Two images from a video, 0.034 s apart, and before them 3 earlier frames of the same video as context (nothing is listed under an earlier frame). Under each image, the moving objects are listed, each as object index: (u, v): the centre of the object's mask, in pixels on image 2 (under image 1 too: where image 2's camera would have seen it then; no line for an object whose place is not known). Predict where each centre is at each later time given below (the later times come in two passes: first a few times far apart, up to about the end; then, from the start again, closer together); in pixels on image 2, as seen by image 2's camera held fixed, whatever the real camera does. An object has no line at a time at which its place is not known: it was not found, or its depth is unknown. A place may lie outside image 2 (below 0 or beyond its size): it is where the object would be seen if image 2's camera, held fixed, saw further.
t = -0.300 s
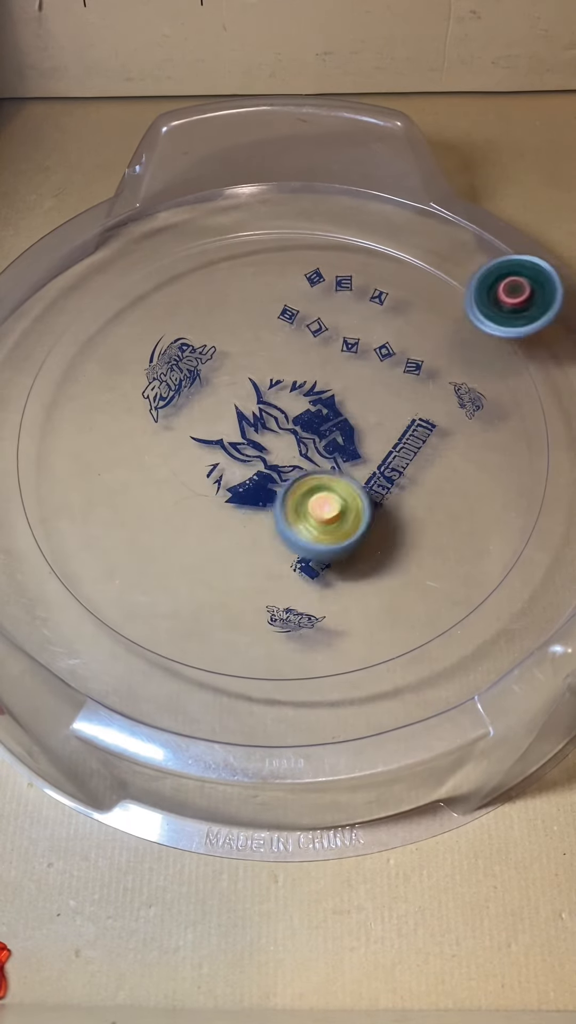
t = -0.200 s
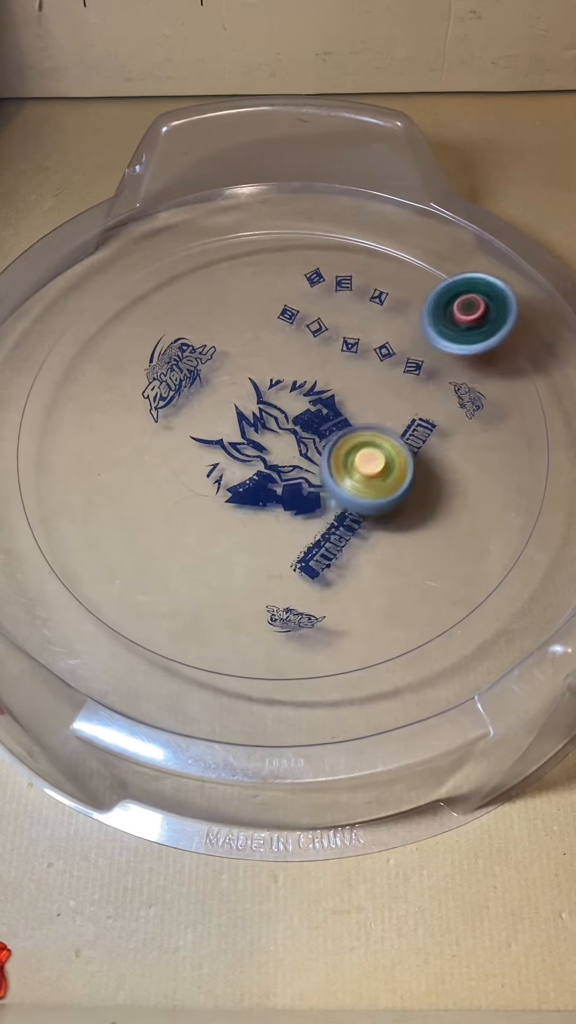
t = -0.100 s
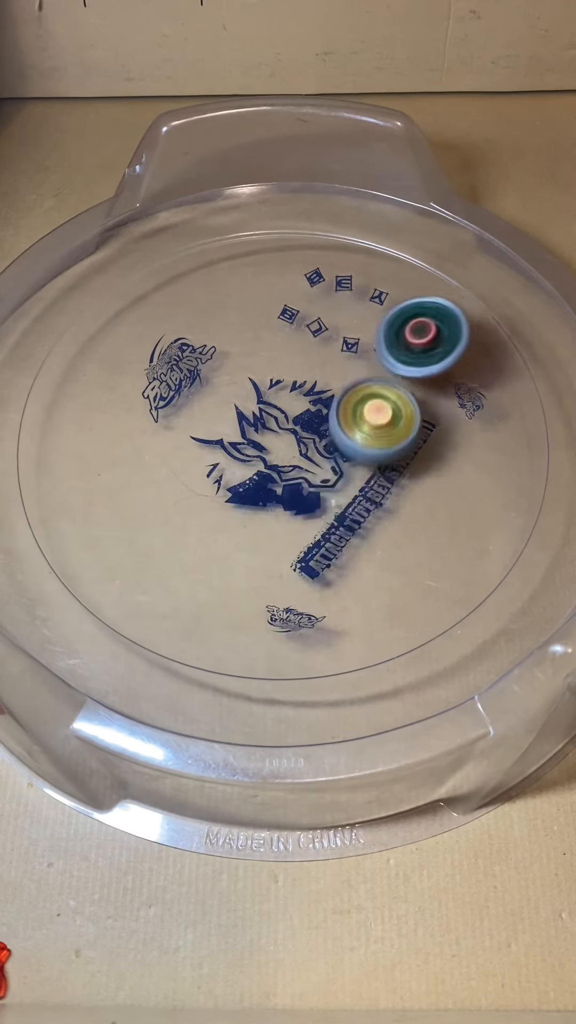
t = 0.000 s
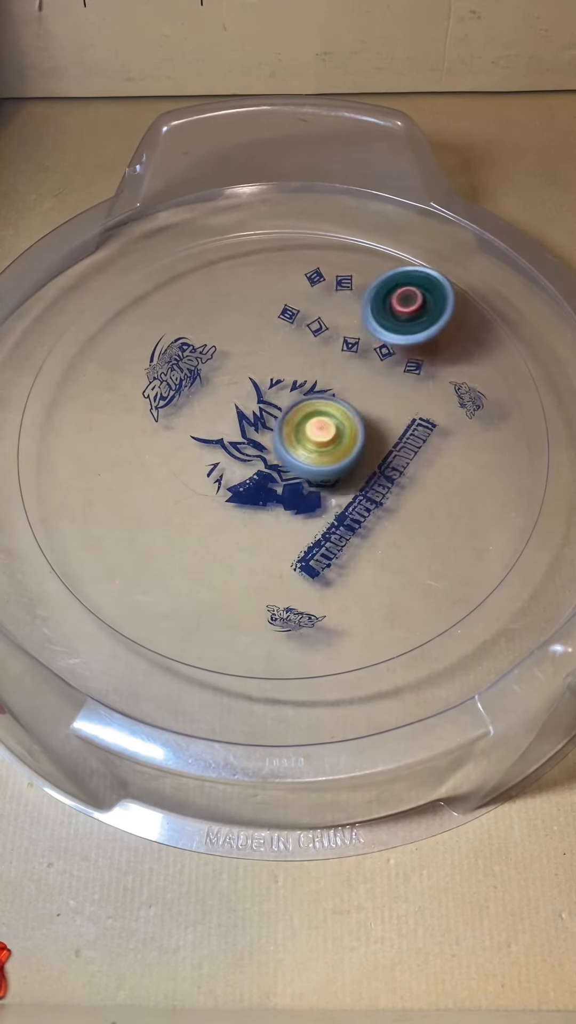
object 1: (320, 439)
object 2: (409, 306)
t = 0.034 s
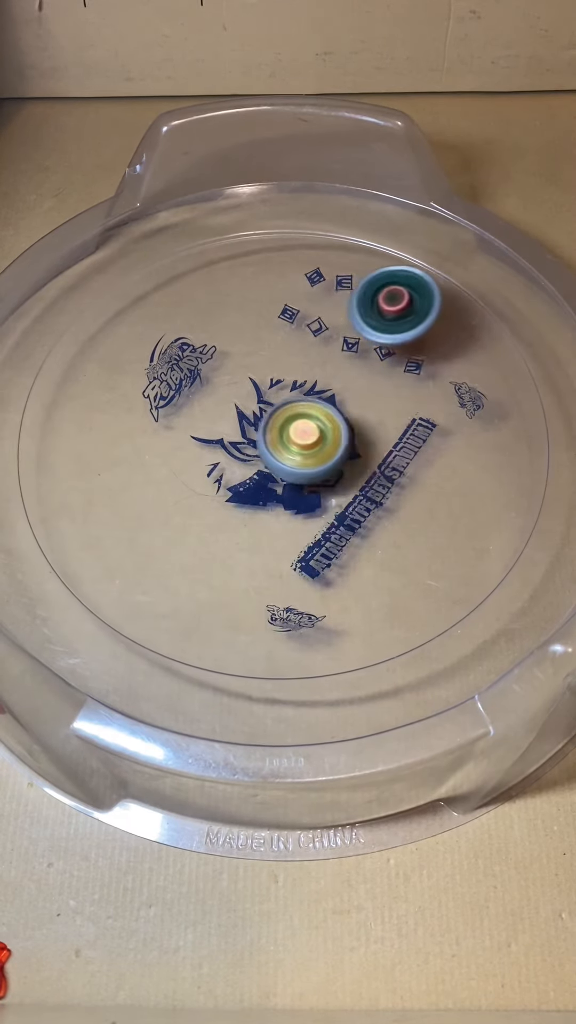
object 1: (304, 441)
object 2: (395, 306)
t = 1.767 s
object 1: (144, 390)
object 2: (249, 431)
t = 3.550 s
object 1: (320, 388)
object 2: (225, 454)
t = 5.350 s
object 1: (272, 528)
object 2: (239, 436)
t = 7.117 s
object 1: (245, 354)
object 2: (332, 520)
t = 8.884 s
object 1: (350, 578)
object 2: (215, 307)
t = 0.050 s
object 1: (297, 441)
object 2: (387, 307)
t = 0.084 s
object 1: (288, 440)
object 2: (369, 313)
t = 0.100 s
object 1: (285, 439)
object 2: (361, 318)
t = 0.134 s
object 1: (284, 439)
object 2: (342, 329)
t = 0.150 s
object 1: (284, 439)
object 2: (333, 336)
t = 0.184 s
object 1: (283, 439)
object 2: (317, 350)
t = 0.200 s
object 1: (282, 440)
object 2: (310, 357)
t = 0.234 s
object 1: (256, 484)
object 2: (316, 327)
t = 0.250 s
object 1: (243, 504)
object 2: (318, 314)
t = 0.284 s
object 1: (222, 541)
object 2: (321, 295)
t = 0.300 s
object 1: (213, 556)
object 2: (320, 288)
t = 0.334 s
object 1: (201, 583)
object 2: (315, 278)
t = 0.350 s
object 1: (198, 595)
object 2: (311, 276)
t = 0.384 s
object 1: (197, 613)
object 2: (299, 279)
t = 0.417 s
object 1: (205, 626)
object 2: (283, 286)
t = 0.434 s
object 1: (212, 630)
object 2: (274, 291)
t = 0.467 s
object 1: (230, 637)
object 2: (255, 307)
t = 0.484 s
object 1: (240, 639)
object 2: (245, 316)
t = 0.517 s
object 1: (262, 643)
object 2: (226, 338)
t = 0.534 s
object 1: (273, 644)
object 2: (217, 350)
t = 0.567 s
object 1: (295, 644)
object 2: (204, 377)
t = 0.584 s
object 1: (306, 644)
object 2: (200, 392)
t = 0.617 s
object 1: (327, 641)
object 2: (196, 419)
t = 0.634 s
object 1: (337, 639)
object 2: (197, 433)
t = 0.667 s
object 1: (356, 633)
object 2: (203, 461)
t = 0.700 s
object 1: (375, 625)
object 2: (217, 488)
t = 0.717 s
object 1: (383, 620)
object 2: (226, 501)
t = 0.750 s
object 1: (399, 609)
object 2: (250, 524)
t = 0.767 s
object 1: (407, 603)
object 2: (265, 534)
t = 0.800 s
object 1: (420, 590)
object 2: (297, 550)
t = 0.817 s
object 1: (425, 583)
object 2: (314, 556)
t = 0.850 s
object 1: (474, 576)
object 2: (315, 551)
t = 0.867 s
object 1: (500, 570)
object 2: (312, 546)
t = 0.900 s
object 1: (535, 554)
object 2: (308, 535)
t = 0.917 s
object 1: (538, 534)
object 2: (307, 528)
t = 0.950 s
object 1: (540, 505)
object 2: (308, 518)
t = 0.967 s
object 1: (541, 492)
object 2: (309, 514)
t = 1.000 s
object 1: (538, 468)
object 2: (313, 506)
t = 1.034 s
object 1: (532, 442)
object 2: (316, 501)
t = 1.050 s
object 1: (526, 430)
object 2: (317, 498)
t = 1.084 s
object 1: (510, 410)
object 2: (319, 495)
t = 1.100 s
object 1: (502, 401)
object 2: (319, 494)
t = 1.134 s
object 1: (485, 385)
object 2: (320, 491)
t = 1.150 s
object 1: (476, 377)
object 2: (322, 488)
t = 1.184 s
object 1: (456, 364)
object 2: (324, 483)
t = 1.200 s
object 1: (446, 357)
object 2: (324, 480)
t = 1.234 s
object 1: (425, 346)
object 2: (323, 476)
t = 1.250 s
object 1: (414, 341)
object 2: (322, 474)
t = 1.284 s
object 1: (392, 333)
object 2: (319, 473)
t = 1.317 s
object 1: (370, 326)
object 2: (316, 473)
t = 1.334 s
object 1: (360, 324)
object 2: (315, 472)
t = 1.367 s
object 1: (336, 320)
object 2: (313, 469)
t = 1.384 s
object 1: (326, 319)
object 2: (311, 467)
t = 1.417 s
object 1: (304, 318)
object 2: (307, 461)
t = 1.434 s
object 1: (294, 318)
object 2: (306, 458)
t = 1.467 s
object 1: (274, 318)
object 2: (301, 454)
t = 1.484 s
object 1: (264, 319)
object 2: (297, 453)
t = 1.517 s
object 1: (245, 323)
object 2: (291, 450)
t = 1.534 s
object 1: (236, 325)
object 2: (289, 449)
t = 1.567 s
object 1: (219, 331)
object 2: (285, 446)
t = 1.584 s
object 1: (211, 334)
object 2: (282, 443)
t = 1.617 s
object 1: (195, 342)
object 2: (277, 439)
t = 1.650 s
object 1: (181, 351)
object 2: (271, 436)
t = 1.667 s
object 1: (174, 356)
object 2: (268, 434)
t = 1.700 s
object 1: (161, 368)
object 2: (261, 433)
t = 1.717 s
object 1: (156, 373)
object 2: (257, 432)
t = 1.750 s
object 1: (147, 384)
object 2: (251, 432)
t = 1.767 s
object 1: (144, 390)
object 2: (249, 431)
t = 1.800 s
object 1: (139, 402)
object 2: (245, 430)
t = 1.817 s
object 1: (137, 408)
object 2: (242, 429)
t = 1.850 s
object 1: (135, 422)
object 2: (237, 428)
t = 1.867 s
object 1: (129, 428)
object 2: (239, 429)
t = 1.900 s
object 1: (120, 441)
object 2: (246, 430)
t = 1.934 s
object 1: (118, 454)
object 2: (248, 432)
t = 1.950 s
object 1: (119, 461)
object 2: (249, 433)
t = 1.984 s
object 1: (122, 474)
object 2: (252, 434)
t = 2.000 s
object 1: (126, 480)
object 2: (253, 434)
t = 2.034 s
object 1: (134, 492)
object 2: (255, 433)
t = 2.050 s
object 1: (139, 497)
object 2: (255, 432)
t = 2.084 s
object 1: (151, 508)
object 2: (257, 431)
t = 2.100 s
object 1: (157, 512)
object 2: (257, 431)
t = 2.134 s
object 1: (172, 519)
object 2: (258, 430)
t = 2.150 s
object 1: (181, 522)
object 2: (259, 429)
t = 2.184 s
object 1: (198, 524)
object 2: (261, 428)
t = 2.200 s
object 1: (207, 524)
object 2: (263, 427)
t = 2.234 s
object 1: (225, 524)
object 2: (265, 425)
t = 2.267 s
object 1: (242, 521)
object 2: (266, 423)
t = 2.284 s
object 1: (250, 519)
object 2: (266, 422)
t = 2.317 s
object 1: (265, 513)
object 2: (266, 421)
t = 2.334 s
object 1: (272, 510)
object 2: (267, 421)
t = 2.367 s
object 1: (284, 502)
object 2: (269, 418)
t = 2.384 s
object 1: (291, 506)
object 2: (270, 409)
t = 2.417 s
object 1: (304, 514)
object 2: (270, 392)
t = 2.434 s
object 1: (309, 514)
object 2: (270, 387)
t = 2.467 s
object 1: (321, 510)
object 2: (269, 381)
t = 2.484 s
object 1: (327, 506)
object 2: (268, 379)
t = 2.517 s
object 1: (339, 495)
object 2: (265, 376)
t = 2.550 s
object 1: (348, 483)
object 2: (264, 375)
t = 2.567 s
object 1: (351, 477)
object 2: (263, 374)
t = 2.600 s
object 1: (354, 463)
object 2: (261, 372)
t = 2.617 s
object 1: (356, 458)
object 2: (260, 371)
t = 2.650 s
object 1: (357, 445)
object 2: (257, 369)
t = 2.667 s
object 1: (356, 439)
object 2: (255, 369)
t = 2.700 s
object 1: (355, 427)
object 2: (252, 369)
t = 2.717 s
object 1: (353, 422)
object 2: (250, 369)
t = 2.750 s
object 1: (349, 412)
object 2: (249, 370)
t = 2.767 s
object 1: (346, 407)
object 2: (248, 371)
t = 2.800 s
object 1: (339, 399)
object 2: (248, 372)
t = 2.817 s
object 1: (339, 397)
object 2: (245, 371)
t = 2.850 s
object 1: (338, 394)
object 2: (239, 371)
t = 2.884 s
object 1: (335, 392)
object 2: (237, 373)
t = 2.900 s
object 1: (333, 391)
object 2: (236, 374)
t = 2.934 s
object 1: (329, 389)
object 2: (235, 377)
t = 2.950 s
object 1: (337, 389)
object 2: (225, 376)
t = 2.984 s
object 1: (359, 391)
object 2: (200, 374)
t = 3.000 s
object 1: (368, 392)
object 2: (192, 375)
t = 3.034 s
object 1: (380, 393)
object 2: (182, 377)
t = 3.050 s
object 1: (384, 393)
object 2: (179, 379)
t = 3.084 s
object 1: (389, 393)
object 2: (175, 383)
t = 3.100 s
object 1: (389, 392)
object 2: (174, 386)
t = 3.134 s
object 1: (387, 390)
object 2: (172, 392)
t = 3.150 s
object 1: (385, 389)
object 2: (171, 395)
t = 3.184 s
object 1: (380, 384)
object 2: (172, 402)
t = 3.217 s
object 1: (376, 377)
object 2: (173, 410)
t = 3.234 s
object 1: (373, 374)
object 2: (174, 413)
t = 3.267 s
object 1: (367, 369)
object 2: (177, 420)
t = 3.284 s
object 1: (364, 368)
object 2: (179, 422)
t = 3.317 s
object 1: (357, 366)
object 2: (182, 427)
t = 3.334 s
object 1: (353, 366)
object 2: (184, 430)
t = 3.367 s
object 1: (346, 367)
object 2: (189, 435)
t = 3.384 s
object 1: (343, 368)
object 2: (192, 438)
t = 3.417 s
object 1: (338, 371)
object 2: (199, 442)
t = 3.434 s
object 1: (335, 373)
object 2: (202, 444)
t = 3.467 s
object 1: (331, 377)
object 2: (208, 447)
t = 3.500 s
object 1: (326, 381)
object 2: (214, 449)
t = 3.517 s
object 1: (324, 383)
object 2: (218, 451)
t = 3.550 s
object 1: (320, 388)
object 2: (225, 454)
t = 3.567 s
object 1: (318, 389)
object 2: (229, 455)
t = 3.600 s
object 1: (314, 393)
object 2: (239, 458)
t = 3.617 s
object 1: (312, 394)
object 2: (244, 459)
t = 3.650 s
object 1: (312, 396)
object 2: (250, 461)
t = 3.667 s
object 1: (313, 397)
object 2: (251, 462)
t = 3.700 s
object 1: (316, 400)
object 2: (256, 464)
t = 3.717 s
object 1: (323, 395)
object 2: (250, 472)
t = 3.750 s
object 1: (343, 380)
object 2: (235, 491)
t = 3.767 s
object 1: (350, 374)
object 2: (230, 500)
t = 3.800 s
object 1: (360, 365)
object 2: (224, 515)
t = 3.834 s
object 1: (362, 361)
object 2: (227, 527)
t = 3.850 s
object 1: (362, 361)
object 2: (231, 533)
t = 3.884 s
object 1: (358, 361)
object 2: (244, 543)
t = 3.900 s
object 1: (356, 361)
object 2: (252, 547)
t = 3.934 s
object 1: (348, 362)
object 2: (272, 553)
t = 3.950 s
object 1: (345, 363)
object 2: (282, 554)
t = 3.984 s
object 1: (338, 364)
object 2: (301, 555)
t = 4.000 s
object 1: (334, 365)
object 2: (310, 554)
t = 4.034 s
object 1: (327, 366)
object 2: (327, 550)
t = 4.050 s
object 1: (324, 367)
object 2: (335, 547)
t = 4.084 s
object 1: (318, 369)
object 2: (348, 539)
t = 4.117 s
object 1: (314, 373)
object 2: (358, 529)
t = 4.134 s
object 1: (312, 376)
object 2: (362, 525)
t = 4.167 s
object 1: (308, 383)
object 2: (369, 515)
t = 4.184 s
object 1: (307, 386)
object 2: (371, 511)
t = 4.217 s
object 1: (303, 393)
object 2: (374, 502)
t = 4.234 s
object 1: (301, 396)
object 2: (374, 498)
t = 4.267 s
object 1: (298, 403)
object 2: (373, 490)
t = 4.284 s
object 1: (297, 407)
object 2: (373, 487)
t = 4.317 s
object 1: (294, 413)
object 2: (371, 480)
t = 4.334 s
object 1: (294, 416)
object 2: (370, 477)
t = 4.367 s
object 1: (289, 418)
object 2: (370, 473)
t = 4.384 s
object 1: (266, 397)
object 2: (395, 492)
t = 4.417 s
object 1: (221, 357)
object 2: (442, 525)
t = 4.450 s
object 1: (181, 322)
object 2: (484, 553)
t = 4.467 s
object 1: (164, 305)
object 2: (503, 564)
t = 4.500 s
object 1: (133, 278)
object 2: (517, 565)
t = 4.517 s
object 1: (121, 267)
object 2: (521, 570)
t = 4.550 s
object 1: (110, 263)
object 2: (522, 572)
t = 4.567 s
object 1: (106, 266)
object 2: (521, 568)
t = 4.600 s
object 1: (98, 272)
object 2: (519, 558)
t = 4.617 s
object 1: (95, 277)
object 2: (518, 553)
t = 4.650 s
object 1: (90, 293)
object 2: (516, 540)
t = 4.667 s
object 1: (90, 303)
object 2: (513, 533)
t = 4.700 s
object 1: (90, 322)
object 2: (504, 517)
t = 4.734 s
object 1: (90, 343)
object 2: (495, 500)
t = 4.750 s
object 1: (91, 354)
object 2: (490, 493)
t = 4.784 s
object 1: (93, 376)
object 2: (480, 480)
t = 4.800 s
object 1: (94, 386)
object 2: (475, 474)
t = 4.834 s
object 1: (99, 408)
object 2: (463, 464)
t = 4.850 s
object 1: (102, 418)
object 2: (457, 459)
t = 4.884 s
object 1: (107, 435)
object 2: (444, 451)
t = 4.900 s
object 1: (111, 444)
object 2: (438, 448)
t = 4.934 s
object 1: (119, 459)
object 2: (427, 443)
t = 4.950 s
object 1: (122, 465)
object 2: (421, 440)
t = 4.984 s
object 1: (130, 477)
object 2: (409, 436)
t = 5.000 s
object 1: (134, 483)
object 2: (403, 435)
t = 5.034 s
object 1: (143, 493)
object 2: (391, 433)
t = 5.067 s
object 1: (153, 501)
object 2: (379, 431)
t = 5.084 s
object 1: (158, 505)
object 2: (372, 430)
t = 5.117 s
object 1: (170, 512)
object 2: (358, 426)
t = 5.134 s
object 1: (176, 515)
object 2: (351, 425)
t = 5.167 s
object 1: (191, 521)
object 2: (334, 423)
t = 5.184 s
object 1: (198, 523)
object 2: (326, 423)
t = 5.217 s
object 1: (213, 526)
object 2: (309, 423)
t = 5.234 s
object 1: (221, 527)
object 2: (300, 423)
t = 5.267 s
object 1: (236, 529)
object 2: (282, 426)
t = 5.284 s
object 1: (244, 530)
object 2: (272, 427)
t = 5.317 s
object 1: (259, 530)
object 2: (254, 431)
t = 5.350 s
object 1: (272, 528)
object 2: (239, 436)
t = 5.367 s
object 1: (279, 526)
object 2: (230, 438)
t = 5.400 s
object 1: (291, 521)
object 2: (214, 446)
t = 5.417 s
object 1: (296, 518)
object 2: (208, 450)
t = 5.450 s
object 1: (306, 512)
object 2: (194, 458)
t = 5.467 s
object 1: (311, 508)
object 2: (190, 462)
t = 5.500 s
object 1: (321, 501)
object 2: (183, 469)
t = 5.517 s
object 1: (325, 496)
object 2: (181, 473)
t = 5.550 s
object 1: (333, 488)
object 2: (177, 478)
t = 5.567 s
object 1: (336, 482)
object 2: (176, 480)
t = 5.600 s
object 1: (339, 472)
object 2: (177, 483)
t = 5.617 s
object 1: (340, 469)
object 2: (178, 485)
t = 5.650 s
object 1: (342, 462)
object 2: (183, 488)
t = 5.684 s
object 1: (342, 455)
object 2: (187, 489)
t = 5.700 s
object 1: (342, 451)
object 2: (189, 489)
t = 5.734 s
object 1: (342, 444)
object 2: (194, 489)
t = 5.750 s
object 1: (341, 441)
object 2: (196, 489)
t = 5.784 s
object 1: (340, 435)
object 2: (201, 489)
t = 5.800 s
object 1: (339, 431)
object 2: (203, 488)
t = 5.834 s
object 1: (336, 426)
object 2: (208, 488)
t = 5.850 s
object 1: (335, 424)
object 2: (210, 488)
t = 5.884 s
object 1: (332, 420)
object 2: (213, 486)
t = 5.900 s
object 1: (330, 417)
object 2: (215, 485)
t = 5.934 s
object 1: (328, 413)
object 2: (219, 484)
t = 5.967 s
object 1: (324, 409)
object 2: (222, 482)
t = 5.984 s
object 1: (322, 408)
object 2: (225, 481)
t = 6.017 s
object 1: (317, 404)
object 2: (230, 479)
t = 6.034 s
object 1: (315, 403)
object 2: (232, 478)
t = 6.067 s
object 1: (311, 401)
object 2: (236, 475)
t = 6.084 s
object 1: (309, 400)
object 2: (239, 473)
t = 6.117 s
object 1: (306, 398)
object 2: (243, 470)
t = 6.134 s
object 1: (304, 397)
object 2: (244, 469)
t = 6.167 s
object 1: (300, 396)
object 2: (247, 465)
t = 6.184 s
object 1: (303, 391)
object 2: (243, 470)
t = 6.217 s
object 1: (320, 363)
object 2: (220, 492)
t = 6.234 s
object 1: (326, 352)
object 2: (211, 500)
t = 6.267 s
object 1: (334, 336)
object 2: (199, 512)
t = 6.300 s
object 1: (337, 325)
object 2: (192, 519)
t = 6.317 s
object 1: (336, 321)
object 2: (191, 520)
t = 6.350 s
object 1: (332, 315)
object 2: (194, 518)
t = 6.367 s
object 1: (328, 313)
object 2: (197, 518)
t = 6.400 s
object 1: (321, 309)
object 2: (203, 515)
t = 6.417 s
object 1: (317, 307)
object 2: (207, 514)
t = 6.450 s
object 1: (308, 306)
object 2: (215, 511)
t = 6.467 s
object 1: (303, 305)
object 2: (218, 509)
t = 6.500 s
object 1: (294, 306)
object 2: (226, 504)
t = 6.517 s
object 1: (290, 306)
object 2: (230, 501)
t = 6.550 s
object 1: (283, 306)
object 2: (236, 496)
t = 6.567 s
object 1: (279, 307)
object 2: (238, 493)
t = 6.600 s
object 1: (273, 309)
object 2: (243, 489)
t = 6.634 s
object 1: (269, 314)
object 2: (246, 485)
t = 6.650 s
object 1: (267, 316)
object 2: (248, 483)
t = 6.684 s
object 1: (263, 321)
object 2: (251, 480)
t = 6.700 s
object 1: (262, 323)
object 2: (252, 479)
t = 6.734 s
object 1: (259, 329)
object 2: (256, 475)
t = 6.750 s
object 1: (257, 332)
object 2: (258, 473)
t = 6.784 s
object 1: (255, 337)
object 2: (260, 469)
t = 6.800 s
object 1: (253, 340)
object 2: (261, 467)
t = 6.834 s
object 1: (253, 347)
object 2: (264, 463)
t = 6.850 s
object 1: (252, 351)
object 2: (266, 461)
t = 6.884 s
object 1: (252, 358)
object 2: (269, 457)
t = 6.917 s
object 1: (251, 367)
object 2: (271, 452)
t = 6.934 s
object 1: (249, 370)
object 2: (272, 451)
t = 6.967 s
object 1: (245, 357)
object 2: (278, 471)
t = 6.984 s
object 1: (244, 350)
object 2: (282, 483)
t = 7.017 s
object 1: (244, 344)
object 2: (290, 501)
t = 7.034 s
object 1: (244, 343)
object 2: (296, 508)
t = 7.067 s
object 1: (245, 346)
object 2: (309, 517)
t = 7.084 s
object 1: (245, 349)
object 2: (316, 519)
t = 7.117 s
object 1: (245, 354)
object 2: (332, 520)
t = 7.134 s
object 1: (244, 357)
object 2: (341, 518)
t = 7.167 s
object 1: (244, 362)
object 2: (359, 512)
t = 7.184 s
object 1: (244, 365)
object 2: (366, 508)
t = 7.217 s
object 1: (244, 371)
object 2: (381, 500)
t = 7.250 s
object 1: (244, 377)
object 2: (392, 490)
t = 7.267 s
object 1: (244, 380)
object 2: (396, 485)
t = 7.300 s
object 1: (246, 387)
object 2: (403, 475)
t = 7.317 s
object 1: (246, 390)
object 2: (406, 470)
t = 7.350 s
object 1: (248, 397)
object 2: (408, 459)
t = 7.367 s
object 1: (249, 400)
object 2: (409, 454)
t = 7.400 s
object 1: (251, 407)
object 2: (409, 445)
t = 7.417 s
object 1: (252, 410)
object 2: (408, 441)
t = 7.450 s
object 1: (255, 416)
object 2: (405, 433)
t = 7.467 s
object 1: (256, 418)
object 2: (403, 429)
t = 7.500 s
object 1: (260, 424)
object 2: (398, 422)
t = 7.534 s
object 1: (264, 430)
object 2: (392, 416)
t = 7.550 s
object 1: (266, 433)
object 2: (389, 414)
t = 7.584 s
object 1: (271, 439)
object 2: (381, 409)
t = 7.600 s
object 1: (273, 442)
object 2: (377, 407)
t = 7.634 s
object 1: (277, 446)
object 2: (370, 404)
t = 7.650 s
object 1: (279, 448)
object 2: (366, 403)
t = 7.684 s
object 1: (281, 454)
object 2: (362, 399)
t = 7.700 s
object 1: (280, 457)
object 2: (362, 397)
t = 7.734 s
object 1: (283, 462)
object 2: (359, 394)
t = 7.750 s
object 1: (284, 463)
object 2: (358, 393)
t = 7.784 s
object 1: (287, 467)
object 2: (352, 393)
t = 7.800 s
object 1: (288, 469)
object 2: (349, 393)
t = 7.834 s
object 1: (291, 472)
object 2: (344, 393)
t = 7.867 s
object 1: (295, 475)
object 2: (338, 393)
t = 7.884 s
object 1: (296, 476)
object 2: (335, 393)
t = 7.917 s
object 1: (299, 478)
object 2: (329, 394)
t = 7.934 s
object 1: (300, 479)
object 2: (326, 394)
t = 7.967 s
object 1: (302, 481)
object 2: (320, 395)
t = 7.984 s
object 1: (304, 482)
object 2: (318, 396)
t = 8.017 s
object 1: (306, 484)
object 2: (313, 397)
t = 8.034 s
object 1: (307, 484)
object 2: (311, 398)
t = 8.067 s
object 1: (310, 486)
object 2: (306, 399)
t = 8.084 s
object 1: (312, 487)
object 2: (304, 401)
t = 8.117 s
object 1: (313, 487)
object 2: (300, 403)
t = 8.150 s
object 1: (316, 487)
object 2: (296, 405)
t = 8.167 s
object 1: (316, 487)
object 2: (294, 406)
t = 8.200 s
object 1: (318, 487)
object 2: (291, 407)
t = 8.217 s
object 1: (320, 491)
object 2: (288, 405)
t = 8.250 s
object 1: (324, 499)
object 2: (283, 397)
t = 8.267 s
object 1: (324, 500)
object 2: (280, 395)
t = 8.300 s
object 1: (324, 501)
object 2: (275, 393)
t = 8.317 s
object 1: (324, 501)
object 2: (273, 392)
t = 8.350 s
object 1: (325, 500)
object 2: (270, 391)
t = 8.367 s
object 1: (325, 500)
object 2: (269, 391)
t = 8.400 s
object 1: (326, 498)
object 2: (267, 392)
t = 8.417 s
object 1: (326, 498)
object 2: (266, 392)
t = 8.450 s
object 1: (326, 497)
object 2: (264, 394)
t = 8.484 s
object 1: (325, 496)
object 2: (262, 396)
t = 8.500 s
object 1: (325, 496)
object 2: (260, 397)
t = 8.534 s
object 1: (324, 495)
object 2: (258, 399)
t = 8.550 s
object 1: (323, 494)
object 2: (258, 400)
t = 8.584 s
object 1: (320, 493)
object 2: (255, 402)
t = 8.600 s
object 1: (319, 492)
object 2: (255, 403)
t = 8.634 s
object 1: (316, 491)
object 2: (254, 404)
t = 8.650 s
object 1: (315, 490)
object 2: (254, 405)
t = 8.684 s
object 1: (313, 489)
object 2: (255, 406)
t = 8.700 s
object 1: (311, 488)
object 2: (255, 407)
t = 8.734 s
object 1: (308, 487)
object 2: (256, 408)
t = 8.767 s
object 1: (306, 485)
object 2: (257, 410)
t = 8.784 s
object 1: (304, 484)
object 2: (257, 411)
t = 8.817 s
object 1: (321, 522)
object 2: (243, 372)
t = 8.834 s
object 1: (329, 539)
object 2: (235, 352)
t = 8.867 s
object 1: (344, 568)
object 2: (221, 320)
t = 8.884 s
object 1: (350, 578)
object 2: (215, 307)
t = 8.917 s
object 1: (360, 591)
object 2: (202, 286)
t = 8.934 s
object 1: (364, 593)
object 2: (195, 279)
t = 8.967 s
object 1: (372, 593)
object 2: (182, 270)
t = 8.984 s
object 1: (376, 591)
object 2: (174, 267)
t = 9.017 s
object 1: (382, 588)
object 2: (160, 265)
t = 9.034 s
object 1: (385, 586)
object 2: (153, 264)
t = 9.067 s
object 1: (391, 581)
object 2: (142, 264)
